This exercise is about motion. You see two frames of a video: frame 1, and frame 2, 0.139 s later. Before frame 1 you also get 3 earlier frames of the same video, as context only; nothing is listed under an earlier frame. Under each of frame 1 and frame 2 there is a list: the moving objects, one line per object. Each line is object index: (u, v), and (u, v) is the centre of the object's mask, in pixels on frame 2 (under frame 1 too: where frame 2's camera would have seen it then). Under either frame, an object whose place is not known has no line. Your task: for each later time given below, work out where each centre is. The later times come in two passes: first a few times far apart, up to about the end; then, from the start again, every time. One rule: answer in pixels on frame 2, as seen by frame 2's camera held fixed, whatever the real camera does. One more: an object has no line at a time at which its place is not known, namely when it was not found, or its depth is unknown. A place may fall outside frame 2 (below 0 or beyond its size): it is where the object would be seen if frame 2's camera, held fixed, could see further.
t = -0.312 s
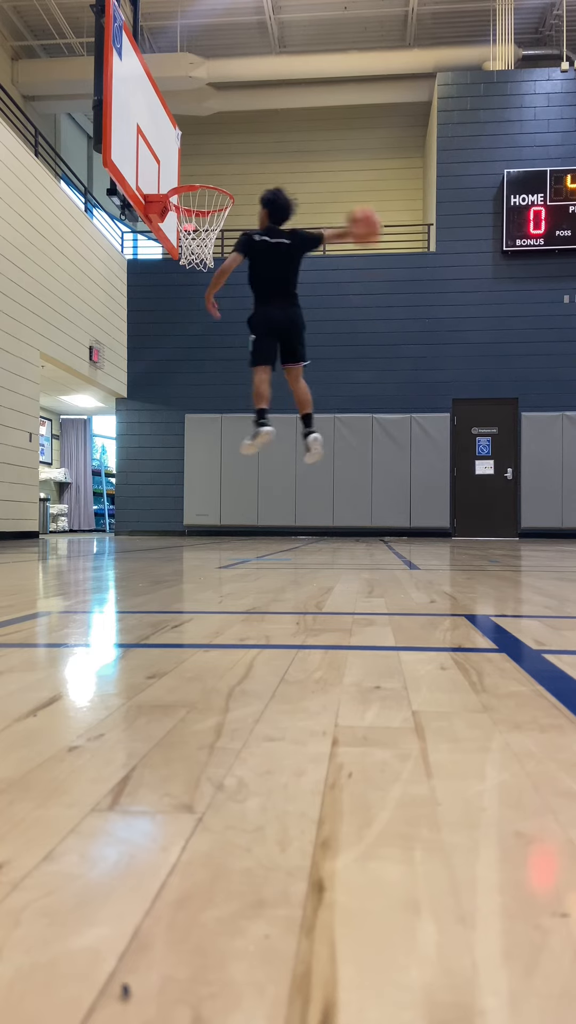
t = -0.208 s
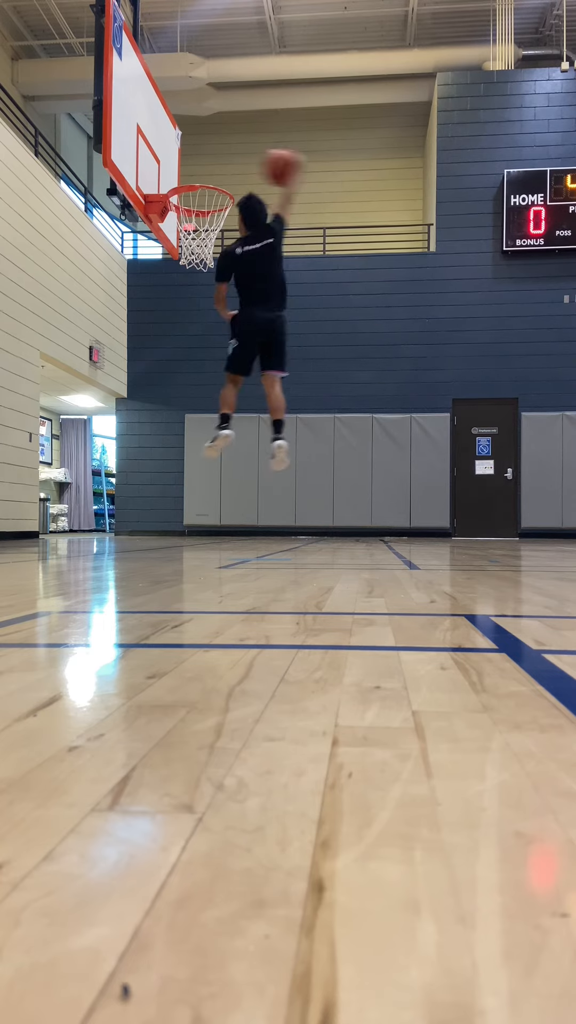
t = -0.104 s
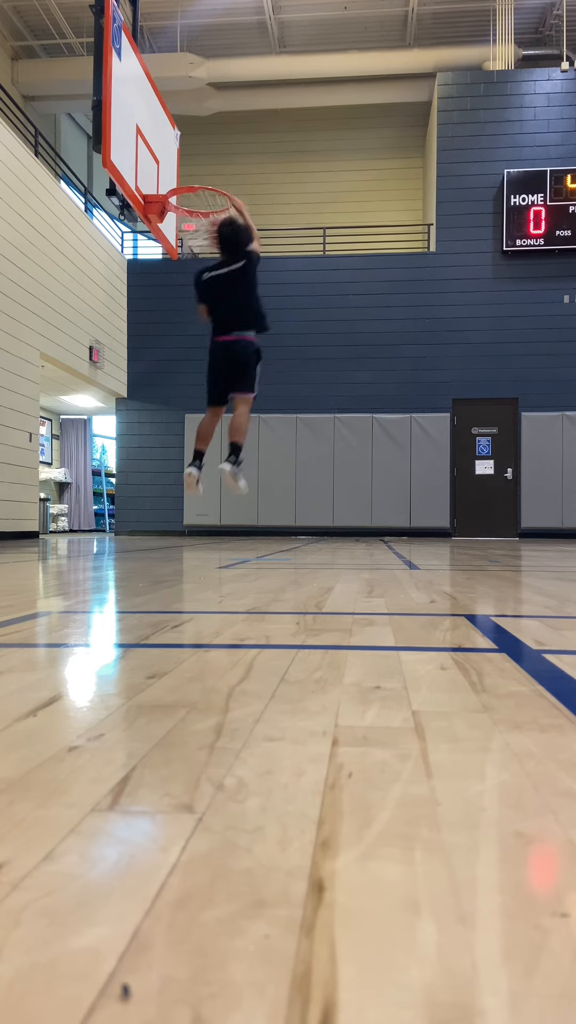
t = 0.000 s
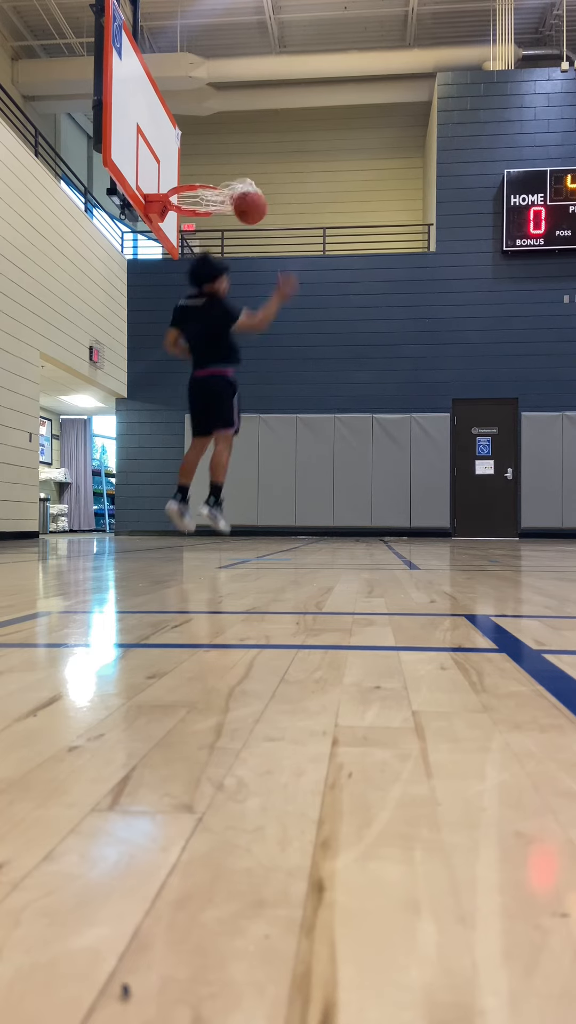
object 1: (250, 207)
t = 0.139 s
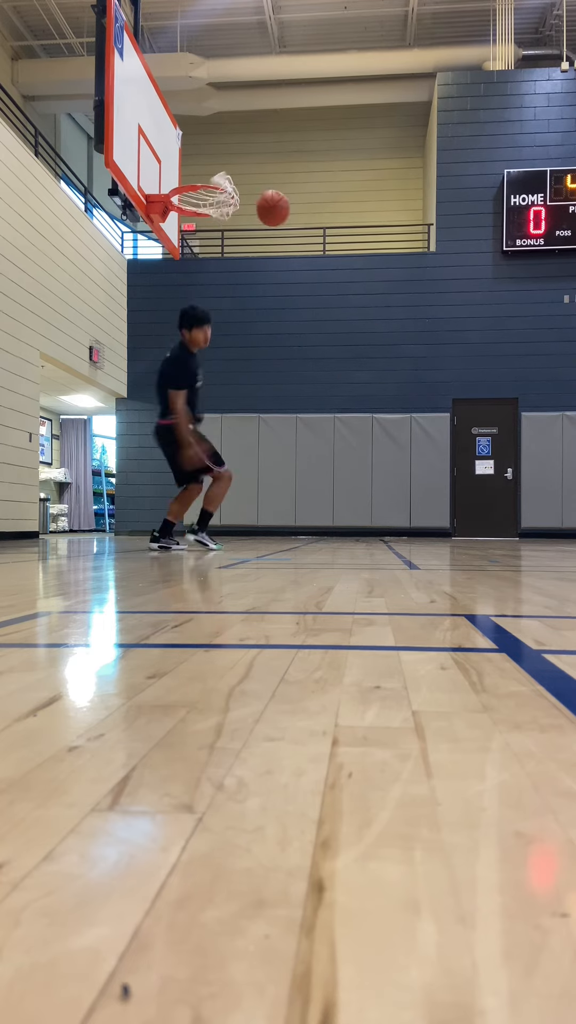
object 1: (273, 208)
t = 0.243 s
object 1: (290, 225)
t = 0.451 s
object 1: (324, 300)
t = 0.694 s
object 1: (364, 454)
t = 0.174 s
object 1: (279, 213)
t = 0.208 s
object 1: (284, 218)
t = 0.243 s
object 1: (290, 225)
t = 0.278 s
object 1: (296, 234)
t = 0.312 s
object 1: (302, 244)
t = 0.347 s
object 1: (308, 257)
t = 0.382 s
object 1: (313, 270)
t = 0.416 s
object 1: (319, 284)
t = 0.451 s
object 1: (324, 300)
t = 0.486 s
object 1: (330, 318)
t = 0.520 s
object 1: (336, 337)
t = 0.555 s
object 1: (341, 358)
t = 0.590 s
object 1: (347, 380)
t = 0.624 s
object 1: (353, 402)
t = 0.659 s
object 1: (359, 427)
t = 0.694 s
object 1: (364, 454)
